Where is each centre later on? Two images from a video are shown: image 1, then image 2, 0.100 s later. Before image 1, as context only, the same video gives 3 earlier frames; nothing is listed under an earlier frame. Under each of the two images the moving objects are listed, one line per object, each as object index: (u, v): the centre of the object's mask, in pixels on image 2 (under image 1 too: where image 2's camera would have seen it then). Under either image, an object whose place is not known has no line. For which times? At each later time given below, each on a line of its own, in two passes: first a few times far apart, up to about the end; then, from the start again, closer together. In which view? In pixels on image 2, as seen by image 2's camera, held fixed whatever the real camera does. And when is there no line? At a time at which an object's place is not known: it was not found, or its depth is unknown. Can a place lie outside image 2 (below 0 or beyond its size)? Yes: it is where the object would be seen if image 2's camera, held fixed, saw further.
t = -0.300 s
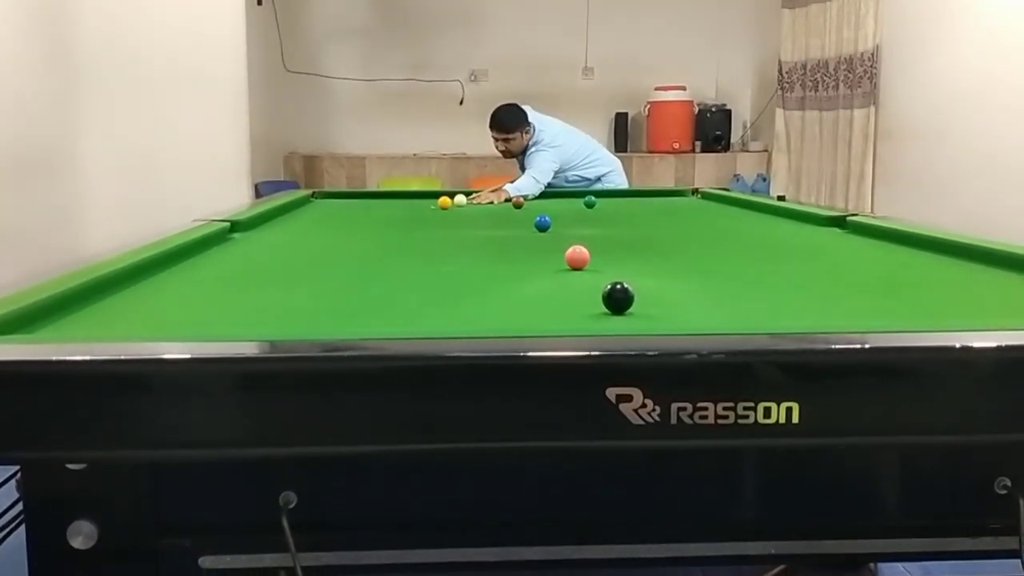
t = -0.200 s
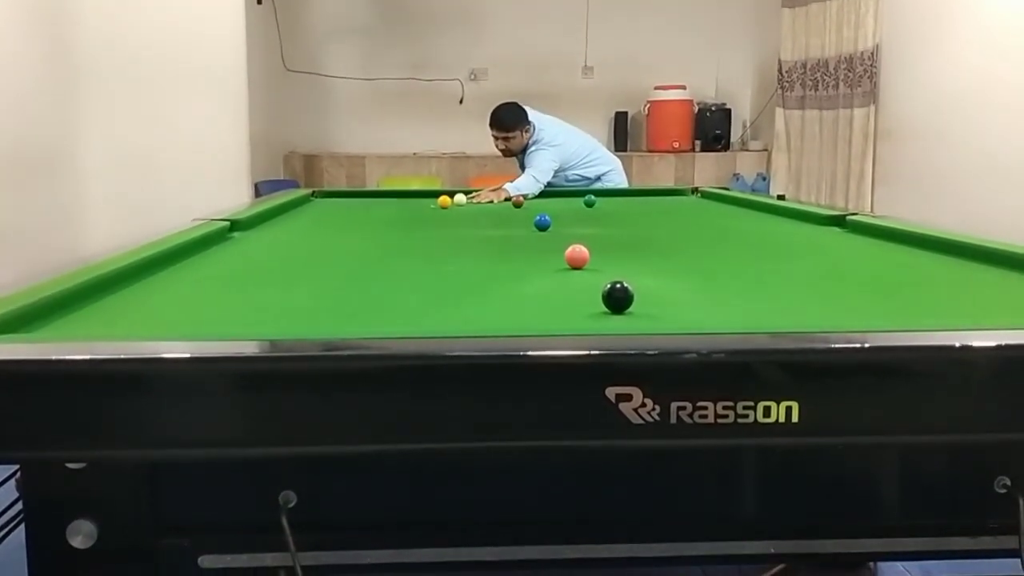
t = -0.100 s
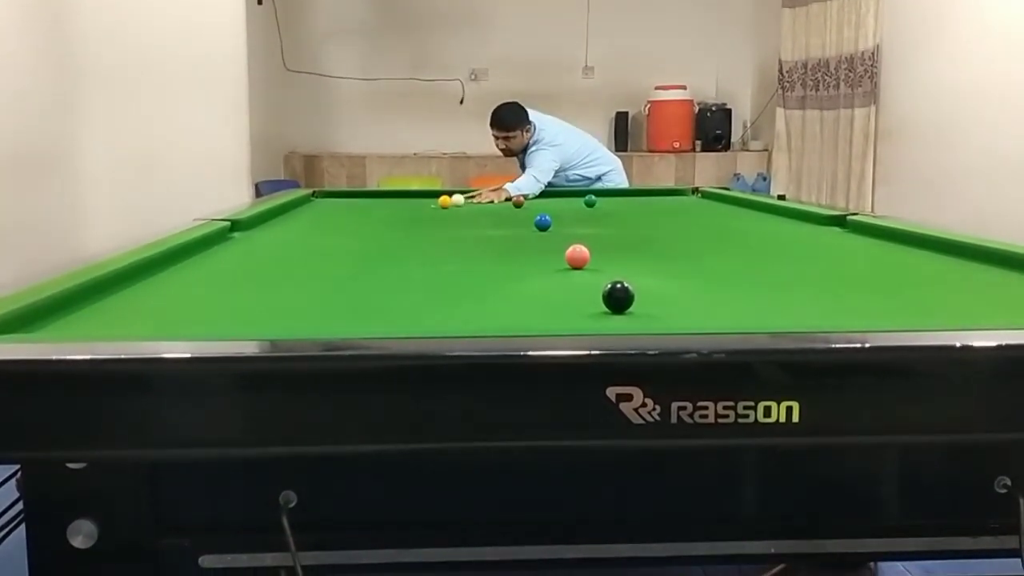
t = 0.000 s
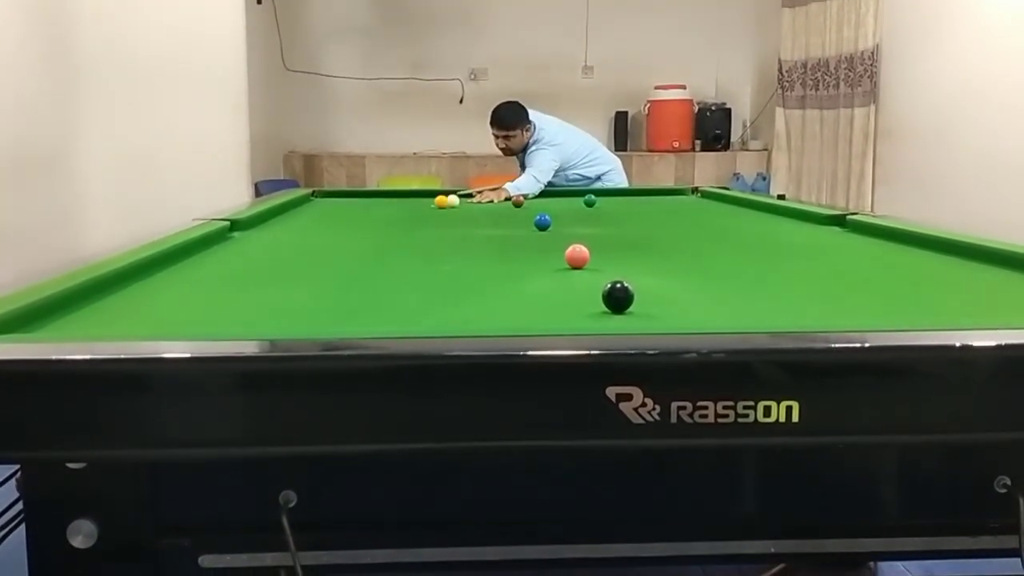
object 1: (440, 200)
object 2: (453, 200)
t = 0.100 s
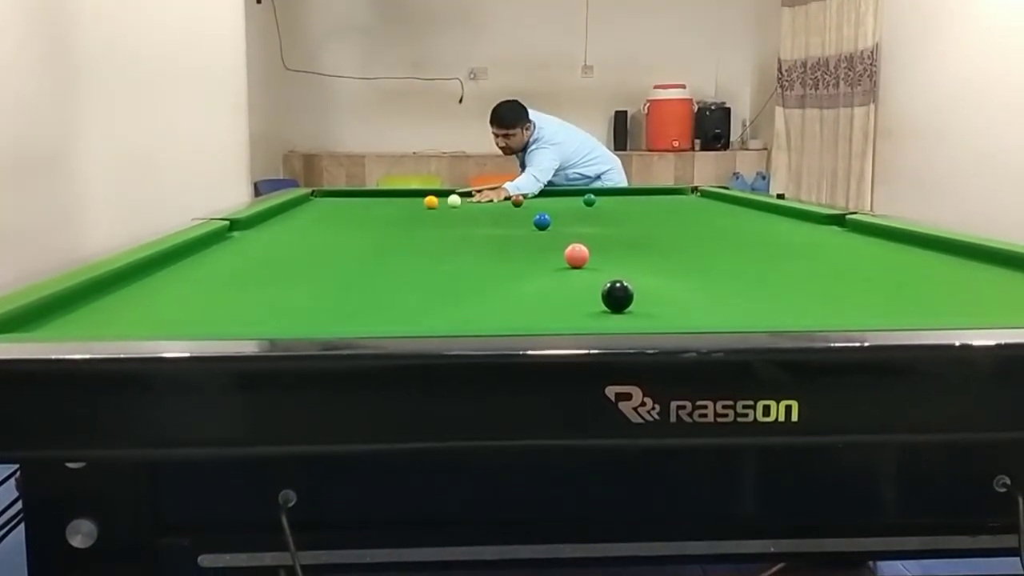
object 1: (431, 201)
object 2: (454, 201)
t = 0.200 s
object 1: (422, 203)
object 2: (456, 201)
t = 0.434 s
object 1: (401, 205)
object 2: (459, 202)
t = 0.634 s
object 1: (383, 207)
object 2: (462, 204)
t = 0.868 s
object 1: (362, 209)
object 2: (465, 205)
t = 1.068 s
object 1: (343, 211)
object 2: (467, 206)
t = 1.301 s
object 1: (321, 213)
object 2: (469, 206)
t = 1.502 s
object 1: (302, 216)
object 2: (471, 207)
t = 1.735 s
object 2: (472, 208)
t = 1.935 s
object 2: (473, 209)
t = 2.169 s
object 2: (474, 209)
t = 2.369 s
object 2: (475, 210)
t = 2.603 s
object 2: (475, 210)
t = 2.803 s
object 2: (475, 211)
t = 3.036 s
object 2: (475, 211)
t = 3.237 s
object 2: (476, 211)
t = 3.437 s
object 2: (476, 211)
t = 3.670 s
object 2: (476, 211)
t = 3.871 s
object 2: (476, 211)
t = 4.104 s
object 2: (476, 211)
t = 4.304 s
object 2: (476, 211)
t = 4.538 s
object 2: (476, 211)
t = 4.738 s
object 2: (476, 211)
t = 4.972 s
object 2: (476, 211)
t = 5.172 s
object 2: (476, 210)
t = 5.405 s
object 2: (476, 211)
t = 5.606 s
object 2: (476, 211)
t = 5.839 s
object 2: (476, 211)
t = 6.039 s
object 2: (476, 211)
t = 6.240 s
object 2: (476, 211)
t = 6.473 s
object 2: (476, 211)
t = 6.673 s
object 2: (476, 210)
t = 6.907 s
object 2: (476, 211)
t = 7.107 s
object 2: (476, 210)
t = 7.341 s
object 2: (476, 211)
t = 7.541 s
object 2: (476, 211)
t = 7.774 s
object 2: (476, 211)
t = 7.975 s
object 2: (476, 211)
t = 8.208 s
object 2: (476, 210)
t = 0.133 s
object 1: (428, 202)
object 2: (455, 201)
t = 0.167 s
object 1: (425, 203)
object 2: (455, 201)
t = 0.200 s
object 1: (422, 203)
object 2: (456, 201)
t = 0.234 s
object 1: (419, 203)
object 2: (456, 201)
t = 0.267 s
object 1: (416, 203)
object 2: (457, 201)
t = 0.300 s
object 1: (413, 204)
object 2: (457, 202)
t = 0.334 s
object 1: (410, 204)
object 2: (458, 202)
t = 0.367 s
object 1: (407, 204)
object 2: (458, 202)
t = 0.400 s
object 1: (404, 204)
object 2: (459, 202)
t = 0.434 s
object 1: (401, 205)
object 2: (459, 202)
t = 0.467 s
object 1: (398, 205)
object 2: (460, 202)
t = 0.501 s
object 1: (395, 206)
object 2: (461, 202)
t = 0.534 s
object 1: (392, 206)
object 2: (461, 203)
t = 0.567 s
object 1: (389, 206)
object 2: (461, 203)
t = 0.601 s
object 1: (386, 207)
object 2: (462, 203)
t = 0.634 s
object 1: (383, 207)
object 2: (462, 204)
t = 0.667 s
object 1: (380, 207)
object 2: (463, 204)
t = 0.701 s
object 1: (377, 208)
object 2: (463, 204)
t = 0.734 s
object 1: (374, 208)
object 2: (463, 204)
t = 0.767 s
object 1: (371, 209)
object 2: (464, 204)
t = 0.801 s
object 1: (368, 209)
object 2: (464, 205)
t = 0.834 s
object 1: (365, 209)
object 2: (465, 205)
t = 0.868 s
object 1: (362, 209)
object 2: (465, 205)
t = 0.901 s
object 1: (359, 210)
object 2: (465, 205)
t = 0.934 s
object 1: (356, 210)
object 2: (465, 205)
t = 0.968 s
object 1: (353, 211)
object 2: (466, 205)
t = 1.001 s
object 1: (349, 211)
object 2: (466, 205)
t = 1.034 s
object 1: (346, 211)
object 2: (467, 205)
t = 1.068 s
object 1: (343, 211)
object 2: (467, 206)
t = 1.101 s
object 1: (340, 212)
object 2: (467, 205)
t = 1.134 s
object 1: (337, 212)
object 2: (468, 206)
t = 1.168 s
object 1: (334, 212)
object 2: (468, 206)
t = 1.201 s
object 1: (331, 213)
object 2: (468, 206)
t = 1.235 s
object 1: (327, 213)
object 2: (468, 206)
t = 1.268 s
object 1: (324, 213)
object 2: (469, 206)
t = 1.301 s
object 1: (321, 213)
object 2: (469, 206)
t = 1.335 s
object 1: (318, 214)
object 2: (469, 206)
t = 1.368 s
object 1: (315, 214)
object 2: (470, 207)
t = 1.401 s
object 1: (312, 215)
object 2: (470, 207)
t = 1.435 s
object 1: (308, 215)
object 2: (470, 207)
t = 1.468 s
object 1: (305, 215)
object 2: (470, 207)
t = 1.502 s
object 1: (302, 216)
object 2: (471, 207)
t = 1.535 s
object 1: (298, 216)
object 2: (471, 207)
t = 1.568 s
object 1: (295, 216)
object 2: (471, 207)
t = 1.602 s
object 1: (292, 216)
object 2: (471, 207)
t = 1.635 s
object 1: (289, 217)
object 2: (472, 207)
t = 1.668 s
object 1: (286, 217)
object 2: (472, 207)
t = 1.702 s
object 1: (283, 217)
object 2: (472, 208)
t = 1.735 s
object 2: (472, 208)
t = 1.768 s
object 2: (472, 208)
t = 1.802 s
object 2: (473, 208)
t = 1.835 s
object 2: (473, 208)
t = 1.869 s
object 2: (473, 208)
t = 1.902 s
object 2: (473, 208)
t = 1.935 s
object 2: (473, 209)
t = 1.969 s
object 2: (474, 209)
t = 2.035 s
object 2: (474, 209)
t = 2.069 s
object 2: (474, 209)
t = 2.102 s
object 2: (474, 209)
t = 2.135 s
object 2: (474, 209)
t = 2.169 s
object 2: (474, 209)
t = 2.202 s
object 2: (474, 209)
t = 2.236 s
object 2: (474, 209)
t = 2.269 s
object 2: (474, 209)
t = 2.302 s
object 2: (474, 209)
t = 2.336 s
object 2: (474, 209)
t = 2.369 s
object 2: (475, 210)
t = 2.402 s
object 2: (474, 210)
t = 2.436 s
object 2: (474, 210)
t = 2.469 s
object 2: (475, 210)
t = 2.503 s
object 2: (475, 210)
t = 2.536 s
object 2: (475, 210)
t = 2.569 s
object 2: (475, 210)
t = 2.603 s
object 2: (475, 210)
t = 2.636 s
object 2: (475, 210)
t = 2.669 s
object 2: (475, 210)
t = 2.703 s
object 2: (475, 210)
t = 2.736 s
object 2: (475, 211)
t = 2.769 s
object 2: (475, 211)
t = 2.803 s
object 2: (475, 211)
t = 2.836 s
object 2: (475, 211)
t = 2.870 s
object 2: (475, 211)
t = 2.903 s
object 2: (475, 211)
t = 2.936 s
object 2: (475, 211)
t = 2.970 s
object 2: (475, 211)
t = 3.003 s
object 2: (475, 211)
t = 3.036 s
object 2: (475, 211)
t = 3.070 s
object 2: (476, 211)
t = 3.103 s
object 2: (476, 211)
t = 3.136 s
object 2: (475, 211)
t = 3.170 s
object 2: (475, 210)
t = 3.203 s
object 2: (476, 211)
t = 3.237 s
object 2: (476, 211)
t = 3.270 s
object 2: (476, 211)
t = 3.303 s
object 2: (476, 211)
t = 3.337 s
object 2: (476, 211)
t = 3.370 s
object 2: (476, 211)
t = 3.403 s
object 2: (476, 211)
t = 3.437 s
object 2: (476, 211)
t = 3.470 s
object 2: (476, 211)
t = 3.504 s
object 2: (476, 211)
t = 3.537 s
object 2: (476, 211)
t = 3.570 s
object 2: (476, 211)
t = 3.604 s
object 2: (476, 211)
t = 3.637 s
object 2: (476, 211)
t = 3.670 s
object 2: (476, 211)
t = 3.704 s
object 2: (476, 211)
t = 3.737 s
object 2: (476, 211)
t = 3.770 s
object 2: (476, 211)
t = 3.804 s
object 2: (476, 211)
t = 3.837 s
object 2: (476, 211)
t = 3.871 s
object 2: (476, 211)
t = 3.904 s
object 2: (476, 211)
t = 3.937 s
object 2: (476, 211)
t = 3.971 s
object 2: (476, 211)
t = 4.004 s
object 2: (476, 211)
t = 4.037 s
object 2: (476, 211)
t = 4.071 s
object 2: (476, 211)
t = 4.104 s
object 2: (476, 211)
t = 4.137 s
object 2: (476, 211)
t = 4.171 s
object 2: (476, 211)
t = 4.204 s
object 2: (476, 210)
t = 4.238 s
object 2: (476, 211)
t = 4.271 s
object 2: (476, 211)
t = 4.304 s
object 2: (476, 211)
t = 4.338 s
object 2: (476, 211)
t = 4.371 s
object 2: (476, 211)
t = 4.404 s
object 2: (476, 210)
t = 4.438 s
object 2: (476, 211)
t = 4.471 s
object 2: (476, 211)
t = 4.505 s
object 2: (476, 210)
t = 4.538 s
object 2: (476, 211)
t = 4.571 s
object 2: (476, 211)
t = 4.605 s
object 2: (476, 211)
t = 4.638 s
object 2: (476, 211)
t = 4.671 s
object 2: (476, 211)
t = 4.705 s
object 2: (476, 211)
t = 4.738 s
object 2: (476, 211)
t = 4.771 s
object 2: (476, 210)
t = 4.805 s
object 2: (476, 211)
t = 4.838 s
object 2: (476, 210)
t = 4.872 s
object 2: (476, 211)
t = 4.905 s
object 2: (476, 211)
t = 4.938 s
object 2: (476, 211)
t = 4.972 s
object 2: (476, 211)
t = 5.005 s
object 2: (476, 211)
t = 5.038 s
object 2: (476, 211)
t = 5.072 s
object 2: (476, 210)
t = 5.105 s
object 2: (476, 210)
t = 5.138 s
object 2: (476, 210)
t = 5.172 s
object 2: (476, 210)
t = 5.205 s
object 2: (476, 211)
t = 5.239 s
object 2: (476, 210)
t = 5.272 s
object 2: (476, 210)
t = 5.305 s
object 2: (476, 211)
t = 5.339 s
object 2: (476, 210)
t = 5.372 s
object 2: (476, 211)
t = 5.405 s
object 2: (476, 211)
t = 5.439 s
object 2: (476, 211)
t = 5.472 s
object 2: (476, 211)
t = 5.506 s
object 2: (476, 210)
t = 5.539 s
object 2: (476, 211)
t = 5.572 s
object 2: (476, 211)
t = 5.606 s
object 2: (476, 211)
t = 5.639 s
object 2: (476, 210)
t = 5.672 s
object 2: (476, 211)
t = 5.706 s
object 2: (476, 211)
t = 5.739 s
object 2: (476, 211)
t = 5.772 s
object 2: (476, 211)
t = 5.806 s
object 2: (476, 210)
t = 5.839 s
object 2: (476, 211)
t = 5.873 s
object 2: (476, 211)
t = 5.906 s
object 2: (476, 211)
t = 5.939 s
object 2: (476, 210)
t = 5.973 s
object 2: (476, 211)
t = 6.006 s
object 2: (476, 211)
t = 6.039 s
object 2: (476, 211)
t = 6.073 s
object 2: (476, 211)
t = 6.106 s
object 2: (476, 211)
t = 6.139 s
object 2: (476, 211)
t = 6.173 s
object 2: (476, 210)
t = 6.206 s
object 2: (476, 211)
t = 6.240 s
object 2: (476, 211)
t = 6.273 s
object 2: (476, 211)
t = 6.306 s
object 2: (476, 211)
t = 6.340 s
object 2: (476, 210)
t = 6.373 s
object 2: (476, 211)
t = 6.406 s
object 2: (476, 211)
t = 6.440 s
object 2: (476, 211)
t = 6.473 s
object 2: (476, 211)
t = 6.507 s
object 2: (476, 211)
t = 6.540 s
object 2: (476, 210)
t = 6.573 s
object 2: (476, 210)
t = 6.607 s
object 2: (476, 210)
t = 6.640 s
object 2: (476, 210)
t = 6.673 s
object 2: (476, 210)
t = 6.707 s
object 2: (476, 210)
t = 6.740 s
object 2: (476, 210)
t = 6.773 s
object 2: (476, 210)
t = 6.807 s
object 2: (476, 210)
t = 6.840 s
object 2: (476, 210)
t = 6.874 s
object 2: (476, 210)
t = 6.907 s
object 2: (476, 211)
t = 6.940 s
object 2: (476, 210)
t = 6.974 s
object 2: (476, 210)
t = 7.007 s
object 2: (476, 210)
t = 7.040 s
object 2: (476, 210)
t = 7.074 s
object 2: (476, 211)
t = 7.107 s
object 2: (476, 210)
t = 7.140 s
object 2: (476, 210)
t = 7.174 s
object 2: (476, 210)
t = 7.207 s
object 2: (476, 210)
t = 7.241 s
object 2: (476, 211)
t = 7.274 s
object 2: (476, 210)
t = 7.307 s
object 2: (476, 211)
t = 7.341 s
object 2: (476, 211)
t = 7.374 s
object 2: (476, 211)
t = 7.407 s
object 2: (476, 211)
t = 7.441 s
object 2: (476, 211)
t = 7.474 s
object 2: (476, 211)
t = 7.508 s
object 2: (476, 211)
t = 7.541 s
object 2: (476, 211)
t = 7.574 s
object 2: (476, 211)
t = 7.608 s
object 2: (476, 211)
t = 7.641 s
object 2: (476, 211)
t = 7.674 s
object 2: (476, 210)
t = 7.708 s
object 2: (476, 210)
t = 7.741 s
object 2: (476, 211)
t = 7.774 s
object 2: (476, 211)
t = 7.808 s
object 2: (476, 211)
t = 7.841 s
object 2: (476, 211)
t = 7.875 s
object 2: (476, 211)
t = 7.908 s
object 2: (476, 210)
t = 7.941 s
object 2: (476, 211)
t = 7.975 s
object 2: (476, 211)
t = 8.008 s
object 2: (476, 211)
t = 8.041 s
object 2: (476, 211)
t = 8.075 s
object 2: (476, 211)
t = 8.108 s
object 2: (476, 211)
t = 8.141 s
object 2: (476, 210)
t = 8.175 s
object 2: (476, 210)
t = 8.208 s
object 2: (476, 210)
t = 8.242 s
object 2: (476, 210)
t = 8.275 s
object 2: (476, 211)
